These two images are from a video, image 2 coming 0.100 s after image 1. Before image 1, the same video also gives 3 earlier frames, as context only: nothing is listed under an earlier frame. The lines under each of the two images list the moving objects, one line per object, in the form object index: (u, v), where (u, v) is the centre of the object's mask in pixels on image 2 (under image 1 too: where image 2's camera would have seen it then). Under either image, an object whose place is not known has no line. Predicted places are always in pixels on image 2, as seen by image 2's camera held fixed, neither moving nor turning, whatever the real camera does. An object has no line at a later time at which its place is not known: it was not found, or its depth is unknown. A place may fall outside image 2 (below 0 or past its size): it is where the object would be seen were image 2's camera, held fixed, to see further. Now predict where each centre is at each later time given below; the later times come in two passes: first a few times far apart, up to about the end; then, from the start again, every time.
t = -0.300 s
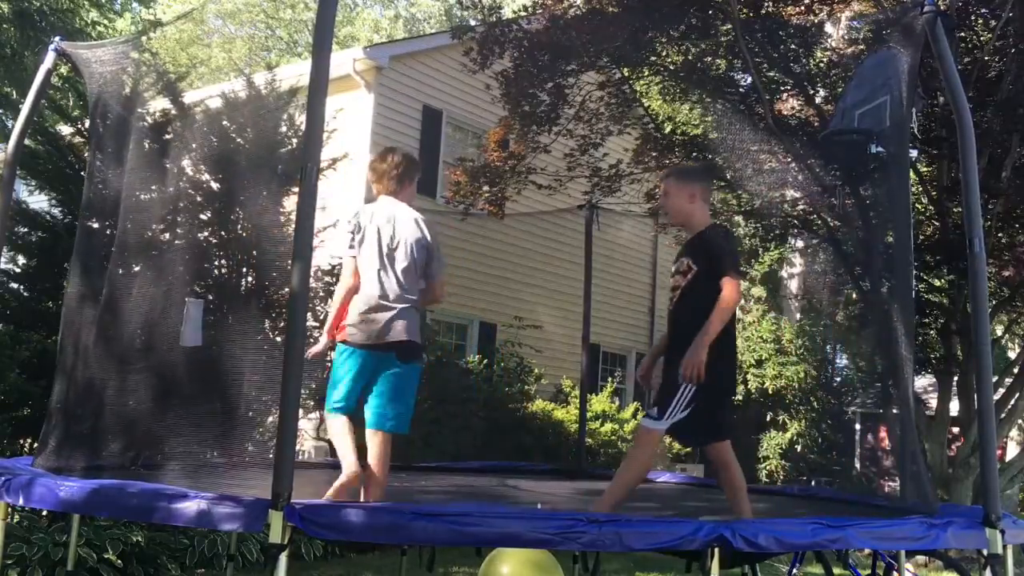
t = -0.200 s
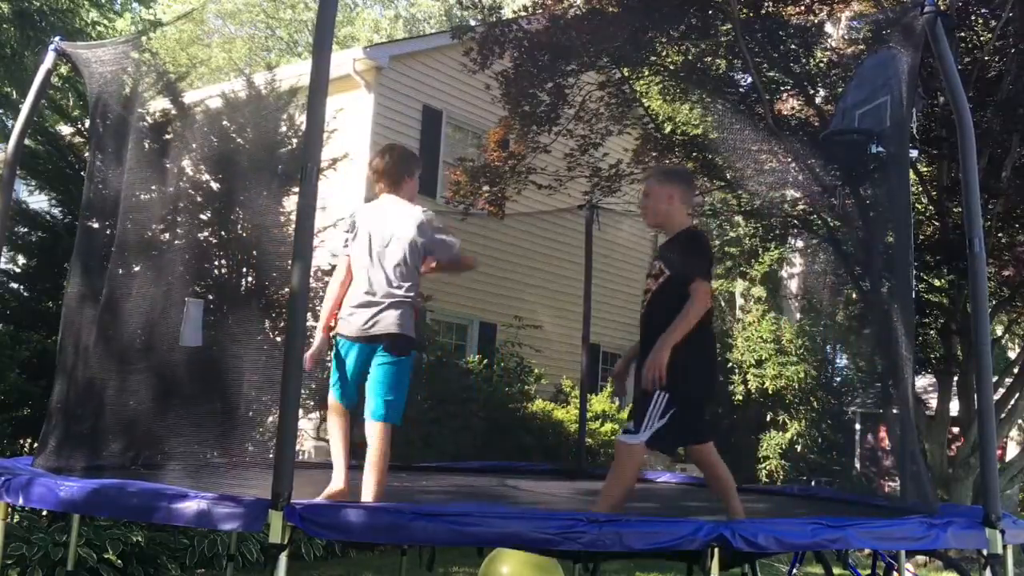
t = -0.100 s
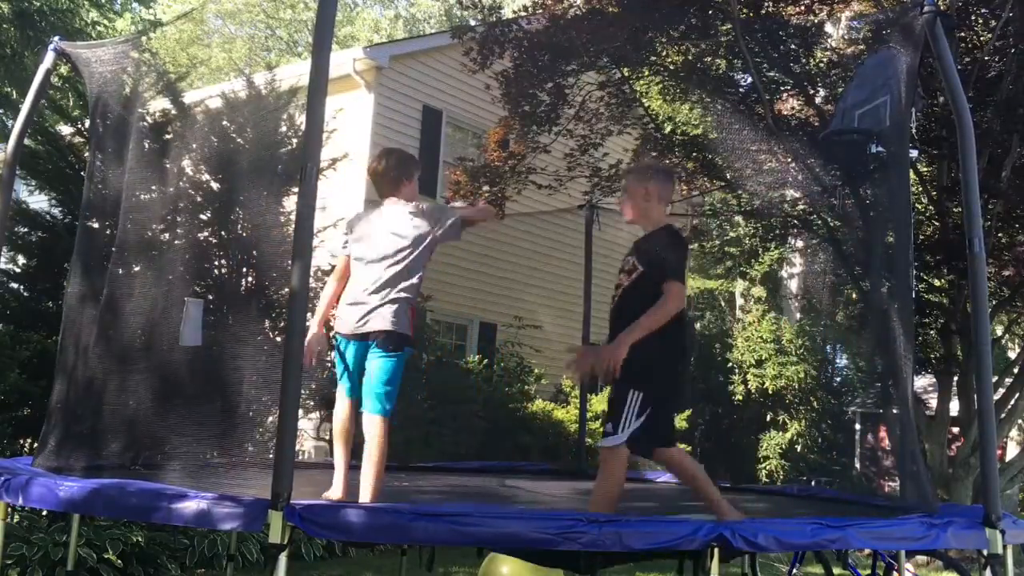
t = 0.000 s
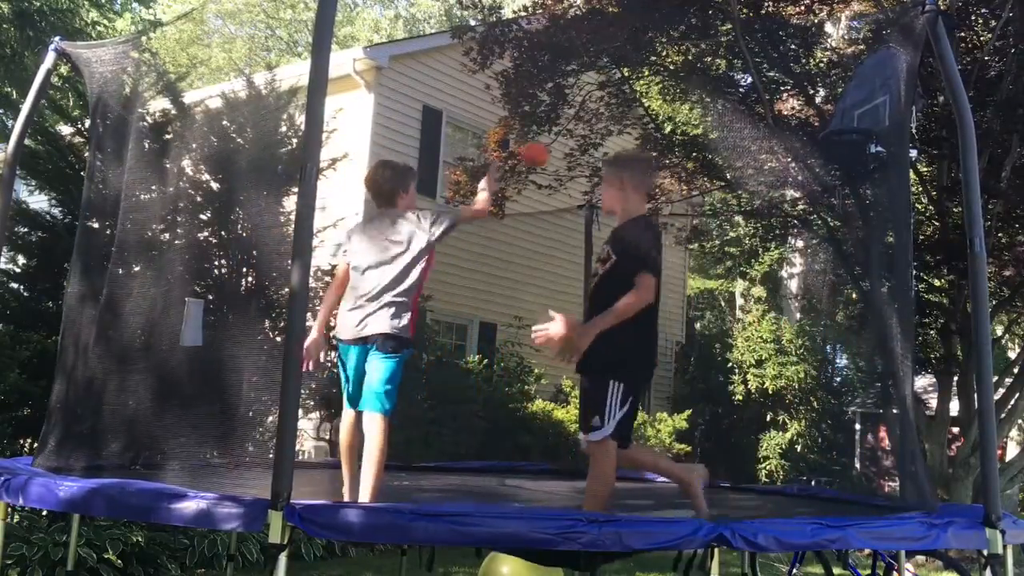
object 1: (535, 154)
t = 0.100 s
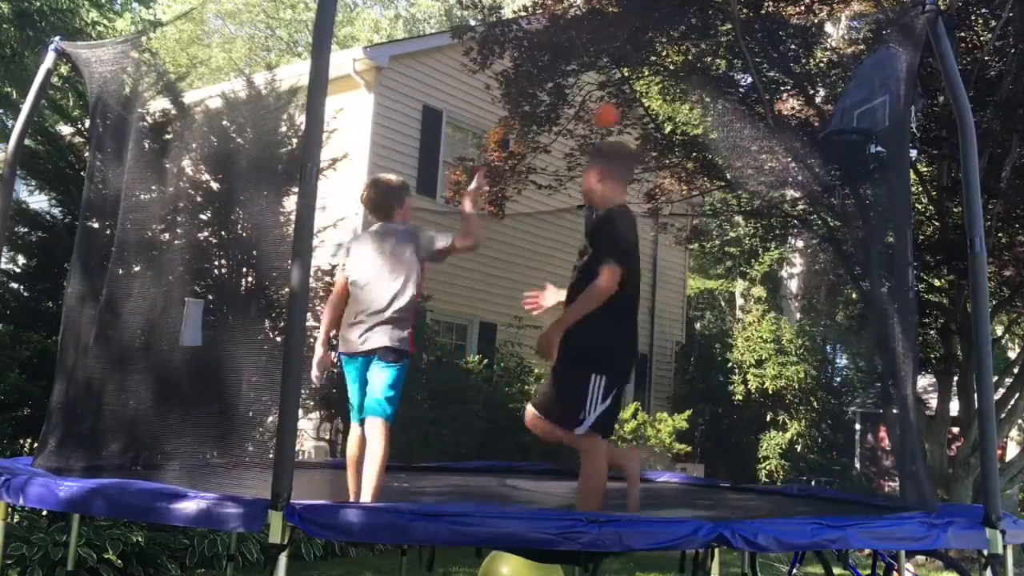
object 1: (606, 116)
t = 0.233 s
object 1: (688, 99)
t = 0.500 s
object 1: (821, 157)
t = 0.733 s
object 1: (822, 227)
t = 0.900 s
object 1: (780, 304)
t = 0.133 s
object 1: (627, 109)
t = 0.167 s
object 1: (648, 104)
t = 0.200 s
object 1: (668, 100)
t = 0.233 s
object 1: (688, 99)
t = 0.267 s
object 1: (706, 99)
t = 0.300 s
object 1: (726, 101)
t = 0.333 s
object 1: (743, 106)
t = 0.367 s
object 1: (758, 115)
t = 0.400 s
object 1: (775, 122)
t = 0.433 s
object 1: (791, 132)
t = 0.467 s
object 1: (807, 144)
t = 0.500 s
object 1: (821, 157)
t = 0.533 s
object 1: (835, 171)
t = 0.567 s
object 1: (848, 185)
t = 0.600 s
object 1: (853, 196)
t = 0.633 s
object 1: (846, 202)
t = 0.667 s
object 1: (839, 208)
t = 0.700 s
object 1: (831, 216)
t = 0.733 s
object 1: (822, 227)
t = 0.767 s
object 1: (815, 237)
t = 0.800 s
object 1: (806, 251)
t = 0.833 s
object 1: (797, 267)
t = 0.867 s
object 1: (789, 285)
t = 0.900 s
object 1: (780, 304)
